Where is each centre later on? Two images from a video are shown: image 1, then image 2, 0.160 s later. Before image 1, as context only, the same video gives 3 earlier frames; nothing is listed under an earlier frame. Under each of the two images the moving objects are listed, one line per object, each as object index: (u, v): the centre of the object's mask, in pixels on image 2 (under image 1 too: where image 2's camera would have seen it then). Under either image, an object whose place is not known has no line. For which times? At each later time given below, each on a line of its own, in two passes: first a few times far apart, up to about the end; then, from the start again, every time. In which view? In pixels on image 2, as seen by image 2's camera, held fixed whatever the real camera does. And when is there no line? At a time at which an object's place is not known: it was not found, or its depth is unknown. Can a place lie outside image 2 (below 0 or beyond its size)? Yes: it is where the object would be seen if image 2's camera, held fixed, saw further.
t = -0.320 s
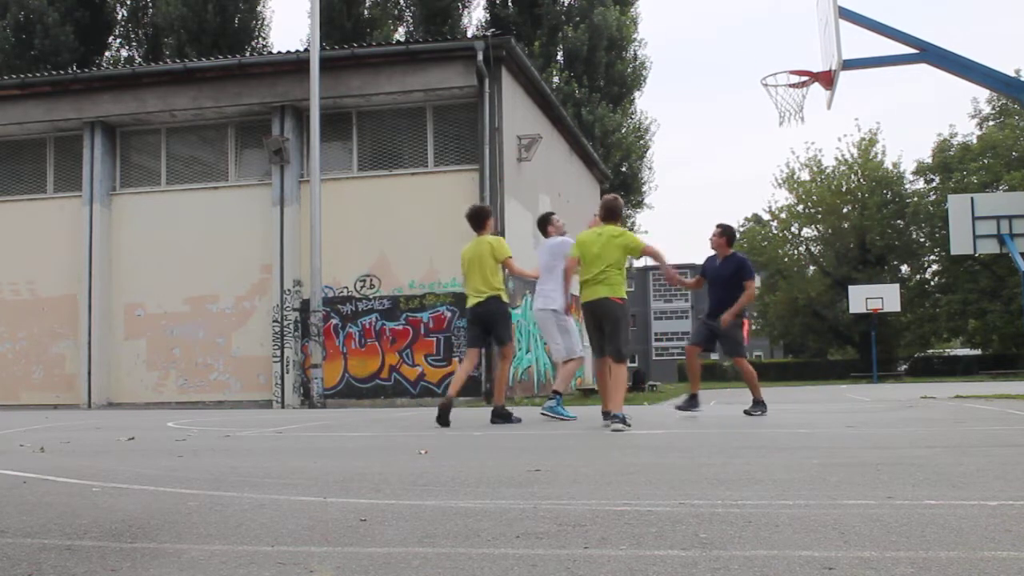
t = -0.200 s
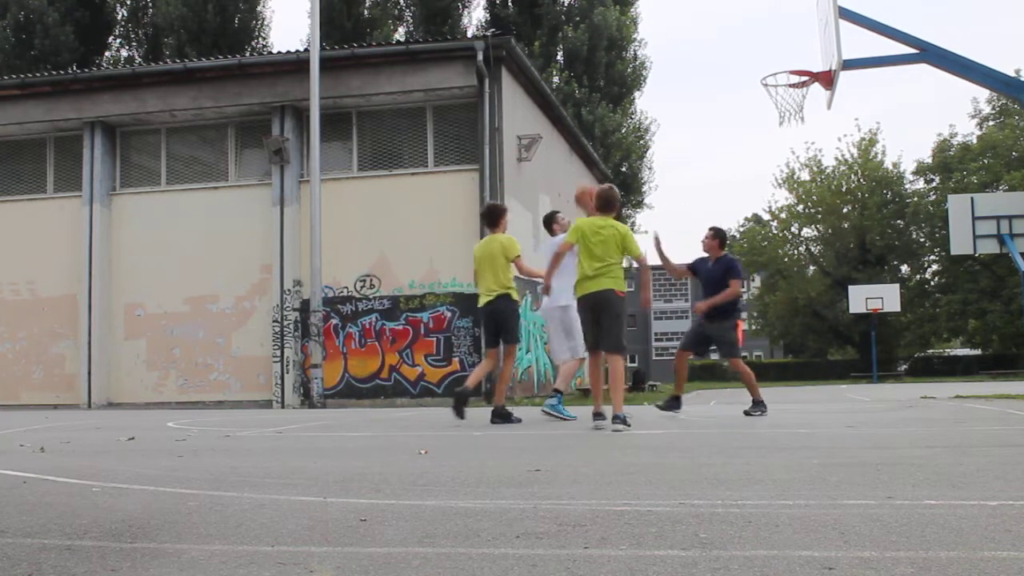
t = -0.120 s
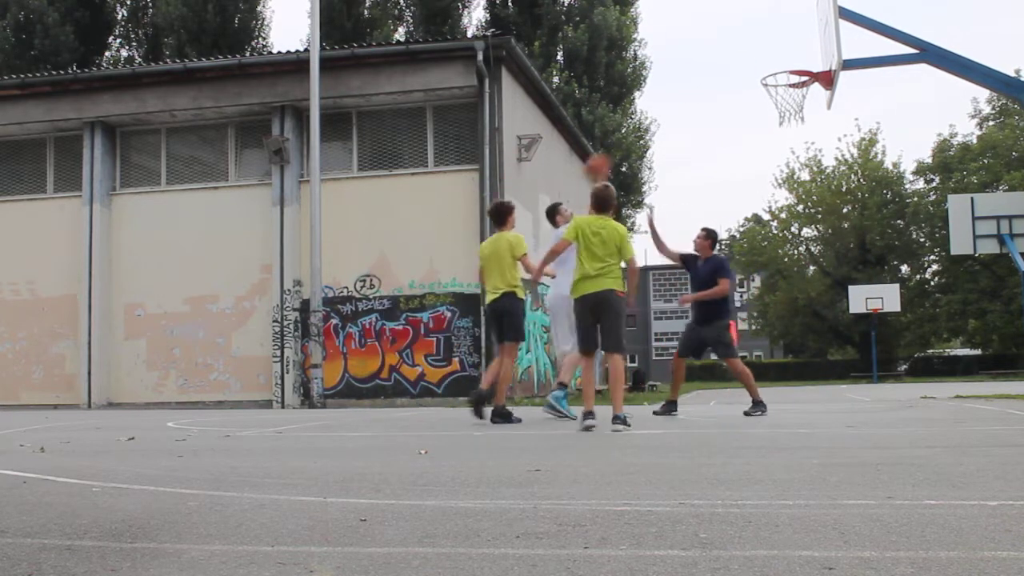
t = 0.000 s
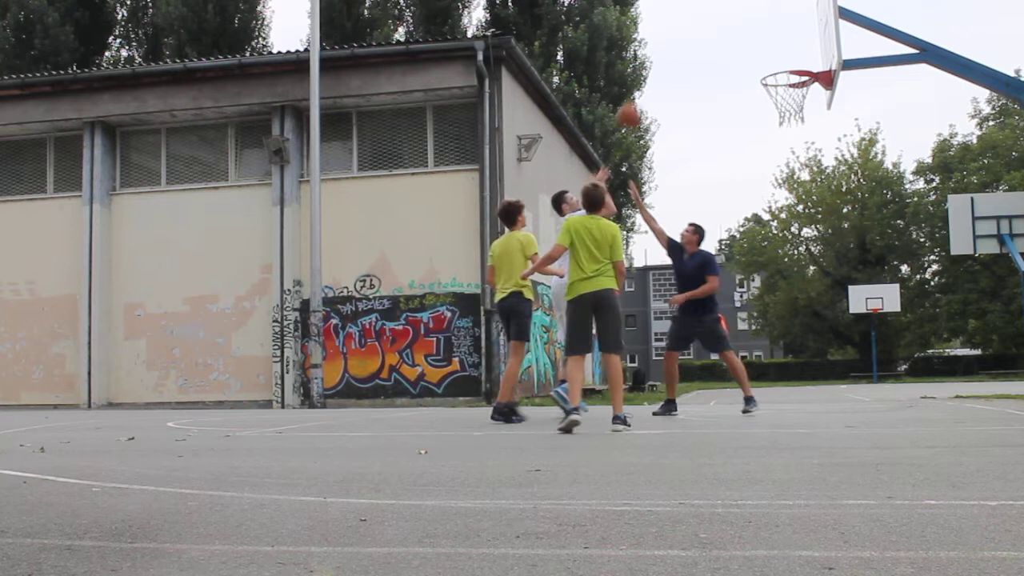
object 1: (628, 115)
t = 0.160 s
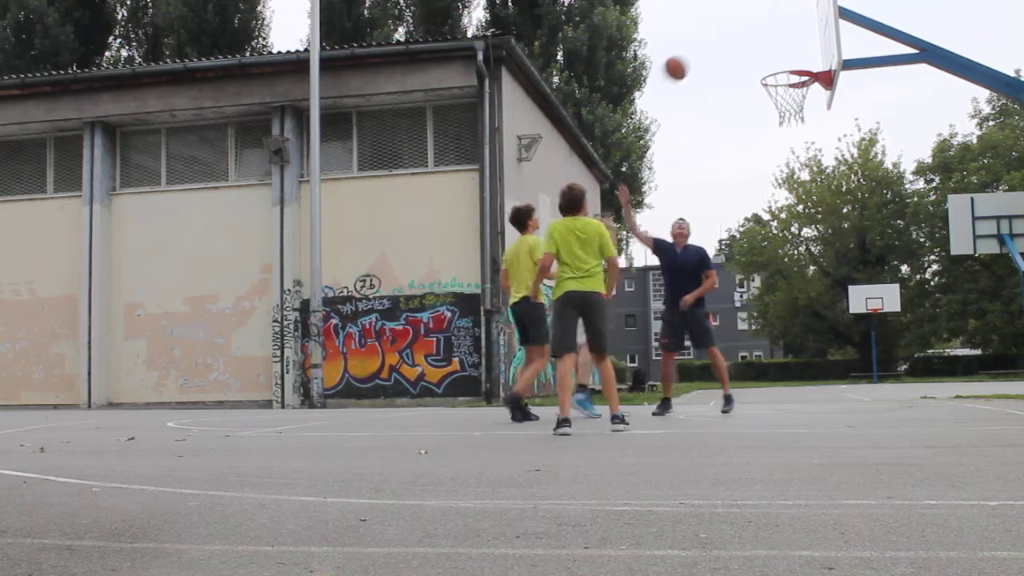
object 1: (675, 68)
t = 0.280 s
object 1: (710, 50)
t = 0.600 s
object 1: (798, 67)
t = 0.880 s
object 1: (767, 57)
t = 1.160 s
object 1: (765, 69)
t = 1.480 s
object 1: (778, 82)
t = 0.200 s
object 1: (687, 61)
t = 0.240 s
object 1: (698, 54)
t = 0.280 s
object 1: (710, 50)
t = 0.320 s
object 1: (721, 47)
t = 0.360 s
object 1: (733, 46)
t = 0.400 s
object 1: (745, 46)
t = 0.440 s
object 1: (757, 48)
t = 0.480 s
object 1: (769, 51)
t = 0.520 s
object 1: (781, 57)
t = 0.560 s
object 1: (794, 62)
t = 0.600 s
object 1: (798, 67)
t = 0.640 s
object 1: (786, 69)
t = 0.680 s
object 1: (774, 70)
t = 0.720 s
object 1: (769, 68)
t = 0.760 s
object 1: (768, 63)
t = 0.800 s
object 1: (768, 59)
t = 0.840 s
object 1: (767, 57)
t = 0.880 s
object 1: (767, 57)
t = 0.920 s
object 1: (766, 58)
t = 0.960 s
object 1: (766, 61)
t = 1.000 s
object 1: (766, 66)
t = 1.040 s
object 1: (765, 69)
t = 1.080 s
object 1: (765, 68)
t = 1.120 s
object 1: (765, 69)
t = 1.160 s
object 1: (765, 69)
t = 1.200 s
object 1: (766, 68)
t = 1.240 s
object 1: (766, 69)
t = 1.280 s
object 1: (767, 68)
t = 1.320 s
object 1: (769, 69)
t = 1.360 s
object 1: (770, 71)
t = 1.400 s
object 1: (773, 73)
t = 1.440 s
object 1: (775, 77)
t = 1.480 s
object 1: (778, 82)
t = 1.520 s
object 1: (781, 89)
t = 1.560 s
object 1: (784, 98)
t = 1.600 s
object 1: (787, 107)
